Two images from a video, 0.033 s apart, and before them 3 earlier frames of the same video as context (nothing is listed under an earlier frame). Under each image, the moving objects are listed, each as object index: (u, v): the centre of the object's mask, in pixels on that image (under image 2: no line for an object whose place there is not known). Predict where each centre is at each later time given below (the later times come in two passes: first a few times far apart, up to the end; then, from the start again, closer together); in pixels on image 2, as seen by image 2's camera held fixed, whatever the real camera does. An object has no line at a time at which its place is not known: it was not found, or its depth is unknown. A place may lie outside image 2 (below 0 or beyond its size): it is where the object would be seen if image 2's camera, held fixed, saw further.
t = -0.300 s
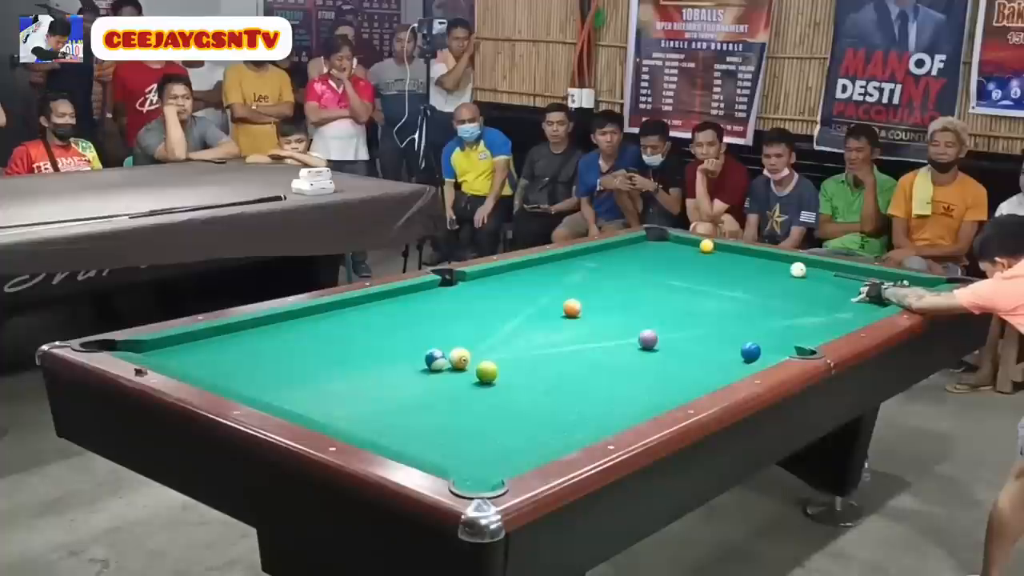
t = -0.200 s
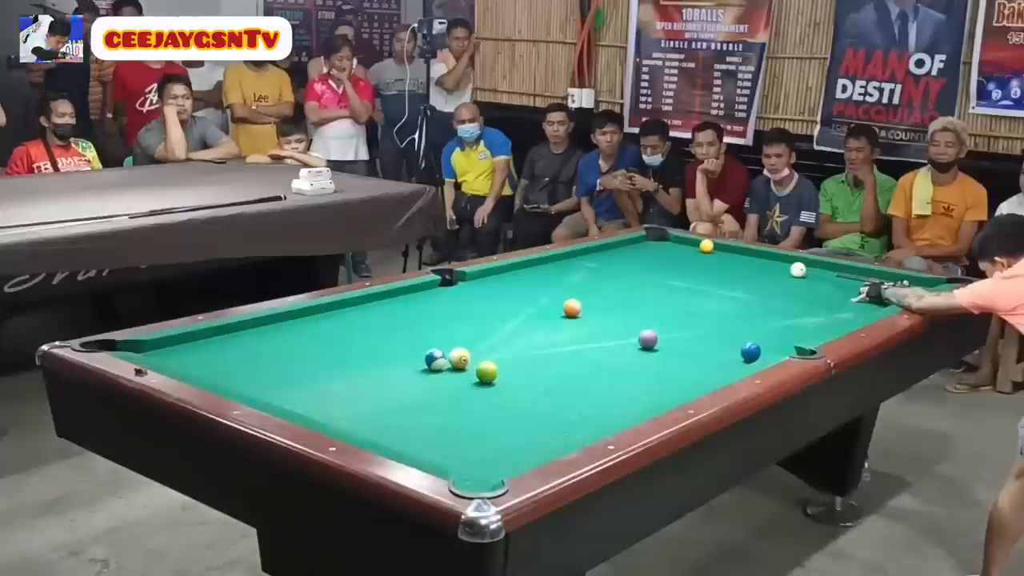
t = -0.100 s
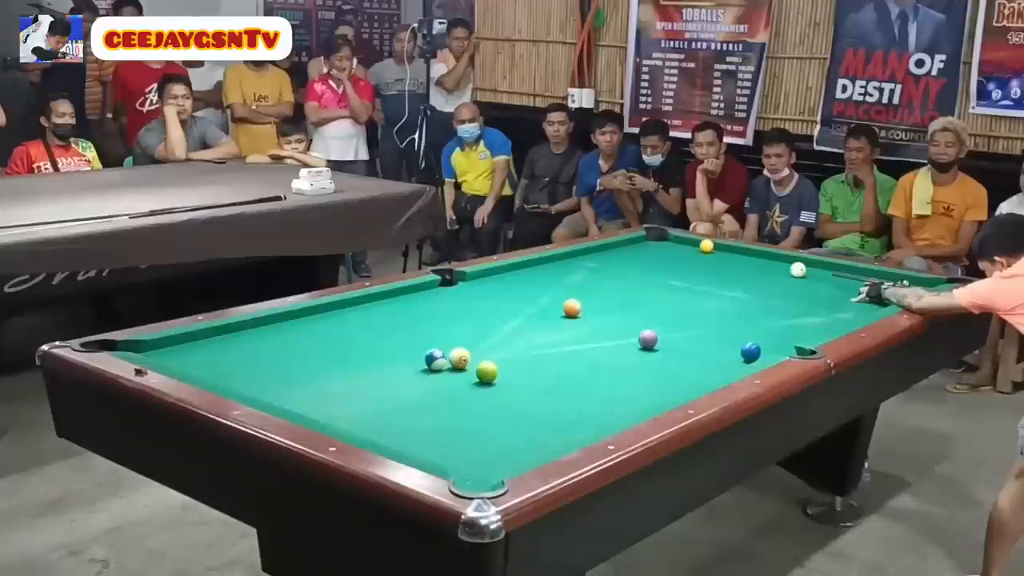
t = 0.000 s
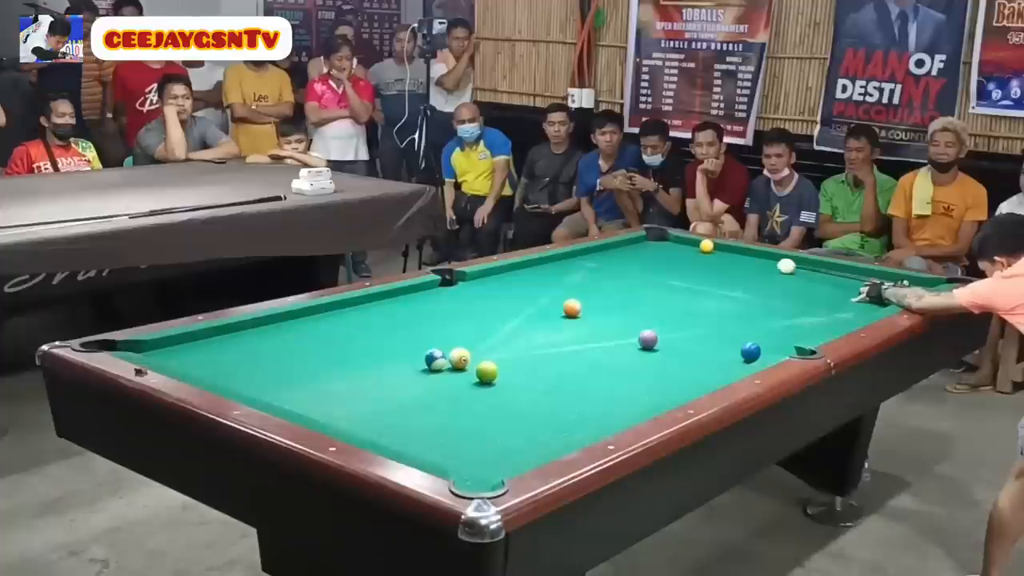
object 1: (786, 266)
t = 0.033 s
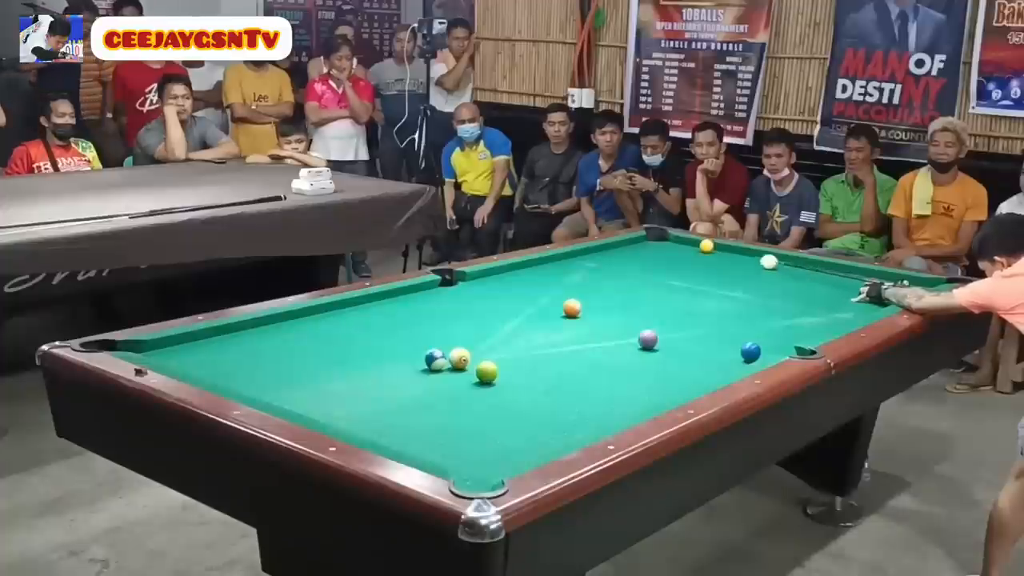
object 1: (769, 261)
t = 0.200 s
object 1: (721, 246)
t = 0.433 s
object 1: (698, 246)
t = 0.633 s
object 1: (671, 245)
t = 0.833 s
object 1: (645, 243)
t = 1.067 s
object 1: (628, 243)
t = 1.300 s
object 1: (631, 248)
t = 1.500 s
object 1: (634, 251)
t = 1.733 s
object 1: (637, 255)
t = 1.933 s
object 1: (639, 258)
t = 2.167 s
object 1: (641, 262)
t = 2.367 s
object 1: (643, 265)
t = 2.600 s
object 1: (646, 269)
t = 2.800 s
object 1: (648, 272)
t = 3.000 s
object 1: (649, 274)
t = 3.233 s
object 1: (651, 277)
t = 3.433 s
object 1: (652, 279)
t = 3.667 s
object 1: (653, 282)
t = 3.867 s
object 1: (654, 284)
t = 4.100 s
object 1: (656, 286)
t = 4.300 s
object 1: (656, 287)
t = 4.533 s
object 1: (657, 289)
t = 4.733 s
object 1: (657, 290)
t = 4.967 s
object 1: (658, 290)
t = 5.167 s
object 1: (658, 291)
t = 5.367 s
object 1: (658, 291)
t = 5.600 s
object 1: (658, 291)
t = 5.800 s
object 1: (658, 291)
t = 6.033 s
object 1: (658, 291)
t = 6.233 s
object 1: (658, 291)
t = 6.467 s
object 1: (658, 291)
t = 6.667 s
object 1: (658, 291)
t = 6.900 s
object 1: (658, 291)
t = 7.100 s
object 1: (658, 291)
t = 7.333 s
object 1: (658, 291)
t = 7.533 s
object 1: (658, 291)
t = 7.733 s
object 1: (658, 291)
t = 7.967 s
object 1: (658, 291)
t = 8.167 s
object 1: (658, 291)
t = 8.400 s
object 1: (658, 291)
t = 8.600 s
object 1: (658, 291)
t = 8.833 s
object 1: (658, 291)
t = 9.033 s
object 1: (658, 291)
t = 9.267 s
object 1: (658, 291)
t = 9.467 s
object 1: (658, 291)
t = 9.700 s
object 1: (658, 291)
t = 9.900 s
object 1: (658, 291)
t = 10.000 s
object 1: (658, 291)
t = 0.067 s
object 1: (753, 257)
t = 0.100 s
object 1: (738, 253)
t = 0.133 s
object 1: (723, 249)
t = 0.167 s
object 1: (719, 247)
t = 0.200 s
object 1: (721, 246)
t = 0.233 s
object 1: (721, 246)
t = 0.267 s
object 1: (719, 246)
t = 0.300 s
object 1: (715, 246)
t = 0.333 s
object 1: (712, 246)
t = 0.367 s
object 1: (707, 246)
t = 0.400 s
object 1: (703, 246)
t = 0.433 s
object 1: (698, 246)
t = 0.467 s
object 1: (694, 245)
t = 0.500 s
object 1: (689, 245)
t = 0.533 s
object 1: (684, 245)
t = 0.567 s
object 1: (680, 245)
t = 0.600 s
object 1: (676, 245)
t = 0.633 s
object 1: (671, 245)
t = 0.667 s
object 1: (666, 244)
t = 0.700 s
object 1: (662, 244)
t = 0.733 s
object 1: (658, 244)
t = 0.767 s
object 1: (654, 244)
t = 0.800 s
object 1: (649, 243)
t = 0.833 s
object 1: (645, 243)
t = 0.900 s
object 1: (637, 242)
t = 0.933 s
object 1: (633, 242)
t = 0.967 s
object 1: (628, 242)
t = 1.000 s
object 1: (628, 242)
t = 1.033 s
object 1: (628, 243)
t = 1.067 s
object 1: (628, 243)
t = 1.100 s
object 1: (629, 244)
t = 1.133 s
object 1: (629, 245)
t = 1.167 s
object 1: (630, 245)
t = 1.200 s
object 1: (630, 246)
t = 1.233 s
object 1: (631, 246)
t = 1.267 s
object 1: (631, 247)
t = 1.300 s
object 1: (631, 248)
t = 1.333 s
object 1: (632, 248)
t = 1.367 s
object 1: (632, 249)
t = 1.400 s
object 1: (633, 249)
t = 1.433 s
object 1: (633, 250)
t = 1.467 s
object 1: (633, 250)
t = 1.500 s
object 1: (634, 251)
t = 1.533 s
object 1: (634, 251)
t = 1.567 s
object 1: (634, 252)
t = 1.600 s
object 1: (635, 252)
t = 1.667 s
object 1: (636, 254)
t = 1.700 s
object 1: (636, 254)
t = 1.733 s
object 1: (637, 255)
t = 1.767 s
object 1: (637, 255)
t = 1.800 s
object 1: (637, 256)
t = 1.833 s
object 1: (637, 257)
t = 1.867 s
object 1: (638, 257)
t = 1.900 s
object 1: (638, 258)
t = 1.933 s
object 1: (639, 258)
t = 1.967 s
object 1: (639, 259)
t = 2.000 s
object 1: (640, 259)
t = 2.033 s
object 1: (640, 260)
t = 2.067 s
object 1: (640, 261)
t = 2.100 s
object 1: (640, 261)
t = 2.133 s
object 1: (641, 262)
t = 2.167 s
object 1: (641, 262)
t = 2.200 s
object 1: (642, 263)
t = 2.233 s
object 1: (642, 263)
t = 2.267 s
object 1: (642, 264)
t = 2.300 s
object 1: (643, 264)
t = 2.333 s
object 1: (643, 265)
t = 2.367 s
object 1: (643, 265)
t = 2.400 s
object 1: (644, 266)
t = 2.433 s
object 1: (644, 266)
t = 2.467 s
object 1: (644, 267)
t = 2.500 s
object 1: (645, 267)
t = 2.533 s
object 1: (645, 268)
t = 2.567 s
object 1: (645, 268)
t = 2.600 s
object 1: (646, 269)
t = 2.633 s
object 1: (646, 269)
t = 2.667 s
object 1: (646, 270)
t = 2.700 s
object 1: (646, 270)
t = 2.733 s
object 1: (647, 271)
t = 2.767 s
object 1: (647, 271)
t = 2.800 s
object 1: (648, 272)
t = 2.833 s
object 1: (648, 272)
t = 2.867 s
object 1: (648, 272)
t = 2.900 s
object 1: (649, 273)
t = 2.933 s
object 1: (649, 273)
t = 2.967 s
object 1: (649, 274)
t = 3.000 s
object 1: (649, 274)
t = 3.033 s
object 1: (650, 275)
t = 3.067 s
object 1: (650, 275)
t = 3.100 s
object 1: (650, 275)
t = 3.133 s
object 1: (650, 276)
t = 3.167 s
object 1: (651, 276)
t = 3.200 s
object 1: (651, 277)
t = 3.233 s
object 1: (651, 277)
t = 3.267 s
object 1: (651, 277)
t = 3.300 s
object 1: (651, 278)
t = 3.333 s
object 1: (652, 278)
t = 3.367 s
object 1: (652, 279)
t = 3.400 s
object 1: (652, 279)
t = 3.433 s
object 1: (652, 279)
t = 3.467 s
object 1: (652, 280)
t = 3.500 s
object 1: (653, 280)
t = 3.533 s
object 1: (653, 280)
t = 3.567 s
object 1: (653, 281)
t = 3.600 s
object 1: (653, 281)
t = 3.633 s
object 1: (653, 281)
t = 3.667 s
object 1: (653, 282)
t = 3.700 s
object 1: (654, 282)
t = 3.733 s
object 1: (654, 282)
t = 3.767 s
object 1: (654, 283)
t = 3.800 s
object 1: (654, 283)
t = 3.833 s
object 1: (654, 284)
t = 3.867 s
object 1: (654, 284)
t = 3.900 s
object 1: (655, 284)
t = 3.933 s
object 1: (655, 284)
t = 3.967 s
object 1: (655, 285)
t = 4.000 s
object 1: (655, 285)
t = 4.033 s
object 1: (655, 285)
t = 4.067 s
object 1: (656, 285)
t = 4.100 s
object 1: (656, 286)
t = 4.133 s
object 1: (656, 286)
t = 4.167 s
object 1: (656, 286)
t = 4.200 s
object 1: (656, 286)
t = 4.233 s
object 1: (656, 287)
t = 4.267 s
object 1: (656, 287)
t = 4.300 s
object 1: (656, 287)
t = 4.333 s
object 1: (656, 287)
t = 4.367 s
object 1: (657, 288)
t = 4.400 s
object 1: (657, 288)
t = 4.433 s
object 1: (657, 288)
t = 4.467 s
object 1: (657, 288)
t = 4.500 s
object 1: (657, 288)
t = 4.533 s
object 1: (657, 289)
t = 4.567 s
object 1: (657, 289)
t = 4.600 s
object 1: (657, 289)
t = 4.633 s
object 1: (657, 289)
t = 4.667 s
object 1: (657, 289)
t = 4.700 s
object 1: (657, 289)
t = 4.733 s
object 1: (657, 290)
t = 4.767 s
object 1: (657, 290)
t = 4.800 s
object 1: (657, 290)
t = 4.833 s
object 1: (657, 290)
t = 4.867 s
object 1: (657, 290)
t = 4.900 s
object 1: (657, 290)
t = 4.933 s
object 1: (657, 290)
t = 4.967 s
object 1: (658, 290)
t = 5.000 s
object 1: (658, 290)
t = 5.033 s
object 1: (658, 291)
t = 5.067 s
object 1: (658, 291)
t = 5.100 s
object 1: (658, 291)
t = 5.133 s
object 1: (658, 291)
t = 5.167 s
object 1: (658, 291)
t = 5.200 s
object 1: (658, 291)
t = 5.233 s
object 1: (658, 291)
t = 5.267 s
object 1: (658, 291)
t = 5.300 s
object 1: (658, 291)
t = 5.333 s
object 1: (658, 291)
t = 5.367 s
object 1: (658, 291)
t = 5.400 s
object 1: (658, 291)
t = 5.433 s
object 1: (658, 291)
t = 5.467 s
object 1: (658, 291)
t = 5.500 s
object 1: (658, 291)
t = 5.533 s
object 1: (658, 291)
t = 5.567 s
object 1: (658, 291)
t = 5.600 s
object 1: (658, 291)
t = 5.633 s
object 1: (658, 291)
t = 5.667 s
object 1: (658, 291)
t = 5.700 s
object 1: (658, 291)
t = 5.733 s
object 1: (658, 291)
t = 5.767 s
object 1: (658, 291)
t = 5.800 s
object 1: (658, 291)
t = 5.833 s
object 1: (658, 291)
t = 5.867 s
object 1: (658, 291)
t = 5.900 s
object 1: (658, 291)
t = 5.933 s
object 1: (658, 291)
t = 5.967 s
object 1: (658, 291)
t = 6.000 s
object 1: (658, 291)
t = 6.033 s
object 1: (658, 291)
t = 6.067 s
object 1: (658, 291)
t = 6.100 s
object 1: (658, 291)
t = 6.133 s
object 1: (658, 291)
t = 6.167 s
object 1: (658, 291)
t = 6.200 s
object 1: (658, 291)
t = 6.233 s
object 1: (658, 291)
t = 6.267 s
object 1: (658, 291)
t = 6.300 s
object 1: (658, 291)
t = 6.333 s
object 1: (658, 291)
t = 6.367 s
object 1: (658, 291)
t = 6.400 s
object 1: (658, 291)
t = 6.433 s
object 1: (658, 291)
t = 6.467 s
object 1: (658, 291)
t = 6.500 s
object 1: (658, 291)
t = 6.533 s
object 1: (658, 291)
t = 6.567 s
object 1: (658, 291)
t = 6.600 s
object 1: (658, 291)
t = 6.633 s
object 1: (658, 291)
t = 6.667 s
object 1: (658, 291)
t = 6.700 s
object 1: (658, 291)
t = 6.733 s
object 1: (658, 291)
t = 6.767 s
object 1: (658, 291)
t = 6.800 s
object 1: (658, 291)
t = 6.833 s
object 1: (658, 291)
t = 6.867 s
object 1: (658, 291)
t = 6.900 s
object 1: (658, 291)
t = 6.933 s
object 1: (658, 291)
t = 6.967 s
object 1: (658, 291)
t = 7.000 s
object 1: (658, 291)
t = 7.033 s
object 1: (658, 291)
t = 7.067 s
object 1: (658, 291)
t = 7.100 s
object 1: (658, 291)
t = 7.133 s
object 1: (658, 291)
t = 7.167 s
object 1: (658, 291)
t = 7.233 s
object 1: (658, 291)
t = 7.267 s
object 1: (658, 291)
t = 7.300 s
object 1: (658, 291)
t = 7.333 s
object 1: (658, 291)
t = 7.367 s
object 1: (658, 291)
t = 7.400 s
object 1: (658, 291)
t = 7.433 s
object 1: (658, 291)
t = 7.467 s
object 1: (658, 291)
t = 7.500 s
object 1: (658, 291)
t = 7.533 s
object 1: (658, 291)
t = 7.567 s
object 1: (658, 291)
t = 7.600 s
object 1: (658, 291)
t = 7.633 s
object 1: (658, 291)
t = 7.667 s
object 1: (658, 291)
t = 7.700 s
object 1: (658, 291)
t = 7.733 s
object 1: (658, 291)
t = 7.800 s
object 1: (658, 291)
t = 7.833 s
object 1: (658, 291)
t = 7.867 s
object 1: (658, 291)
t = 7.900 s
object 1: (658, 291)
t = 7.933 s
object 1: (658, 291)
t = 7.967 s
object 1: (658, 291)
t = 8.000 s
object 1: (658, 291)
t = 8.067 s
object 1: (658, 291)
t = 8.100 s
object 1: (658, 291)
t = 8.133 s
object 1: (658, 291)
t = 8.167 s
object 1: (658, 291)
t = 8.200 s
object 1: (658, 291)
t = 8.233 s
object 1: (658, 291)
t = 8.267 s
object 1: (658, 291)
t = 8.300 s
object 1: (658, 291)
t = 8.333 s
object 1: (658, 291)
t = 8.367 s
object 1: (658, 291)
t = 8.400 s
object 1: (658, 291)
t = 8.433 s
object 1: (658, 291)
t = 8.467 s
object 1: (658, 291)
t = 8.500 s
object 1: (658, 291)
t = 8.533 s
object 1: (658, 291)
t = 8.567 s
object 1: (658, 291)
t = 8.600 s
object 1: (658, 291)
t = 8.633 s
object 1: (658, 291)
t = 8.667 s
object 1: (658, 291)
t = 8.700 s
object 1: (658, 291)
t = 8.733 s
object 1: (658, 291)
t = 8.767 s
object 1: (658, 291)
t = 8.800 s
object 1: (658, 291)
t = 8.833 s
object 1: (658, 291)
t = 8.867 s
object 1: (658, 291)
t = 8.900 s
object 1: (658, 291)
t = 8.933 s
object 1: (658, 291)
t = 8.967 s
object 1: (658, 291)
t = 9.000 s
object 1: (658, 291)
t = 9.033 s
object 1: (658, 291)
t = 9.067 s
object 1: (658, 291)
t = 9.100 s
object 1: (658, 291)
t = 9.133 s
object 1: (658, 291)
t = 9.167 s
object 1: (658, 291)
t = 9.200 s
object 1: (658, 291)
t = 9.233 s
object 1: (658, 291)
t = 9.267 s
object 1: (658, 291)
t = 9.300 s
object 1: (658, 291)
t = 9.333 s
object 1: (658, 291)
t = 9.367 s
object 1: (658, 291)
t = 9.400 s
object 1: (658, 291)
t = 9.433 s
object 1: (658, 291)
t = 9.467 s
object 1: (658, 291)
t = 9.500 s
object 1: (658, 291)
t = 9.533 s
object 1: (658, 291)
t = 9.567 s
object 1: (658, 291)
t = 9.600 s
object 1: (658, 291)
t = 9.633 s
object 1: (658, 291)
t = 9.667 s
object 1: (658, 291)
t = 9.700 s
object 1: (658, 291)
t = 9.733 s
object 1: (658, 291)
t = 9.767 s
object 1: (658, 291)
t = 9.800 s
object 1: (658, 291)
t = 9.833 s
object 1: (658, 291)
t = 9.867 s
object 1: (658, 291)
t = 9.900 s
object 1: (658, 291)
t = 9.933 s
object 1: (658, 291)
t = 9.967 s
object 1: (658, 291)
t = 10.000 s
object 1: (658, 291)
